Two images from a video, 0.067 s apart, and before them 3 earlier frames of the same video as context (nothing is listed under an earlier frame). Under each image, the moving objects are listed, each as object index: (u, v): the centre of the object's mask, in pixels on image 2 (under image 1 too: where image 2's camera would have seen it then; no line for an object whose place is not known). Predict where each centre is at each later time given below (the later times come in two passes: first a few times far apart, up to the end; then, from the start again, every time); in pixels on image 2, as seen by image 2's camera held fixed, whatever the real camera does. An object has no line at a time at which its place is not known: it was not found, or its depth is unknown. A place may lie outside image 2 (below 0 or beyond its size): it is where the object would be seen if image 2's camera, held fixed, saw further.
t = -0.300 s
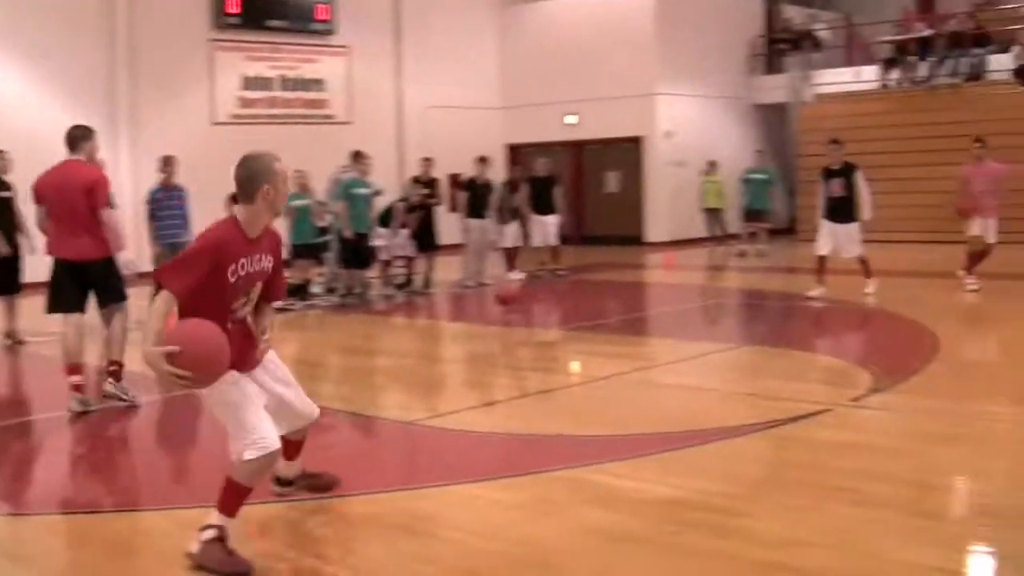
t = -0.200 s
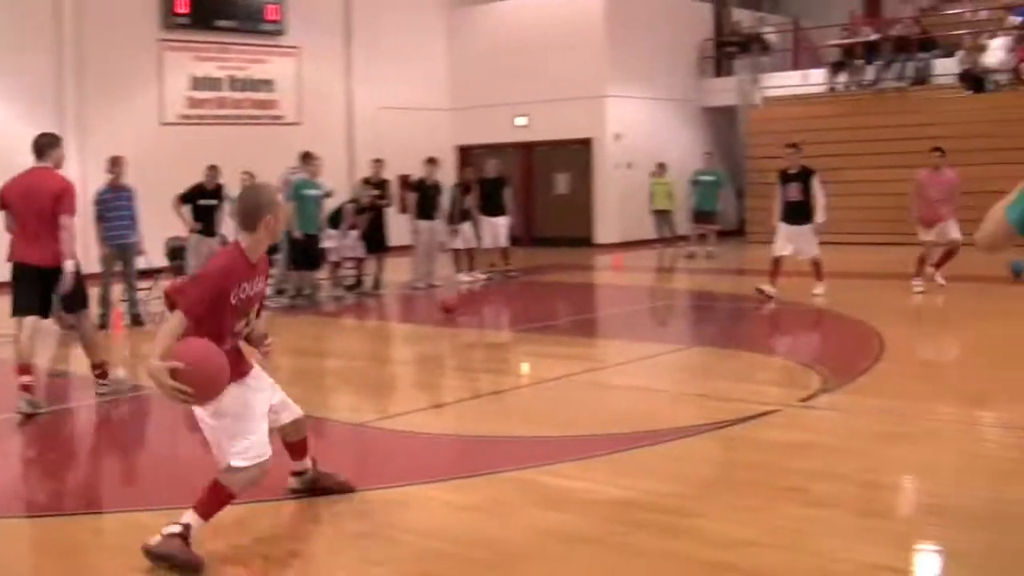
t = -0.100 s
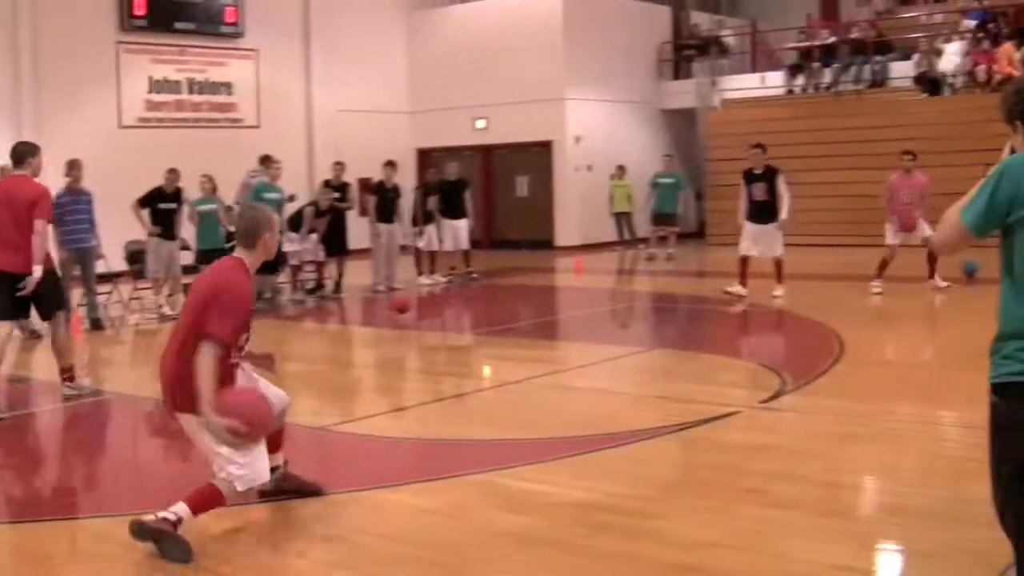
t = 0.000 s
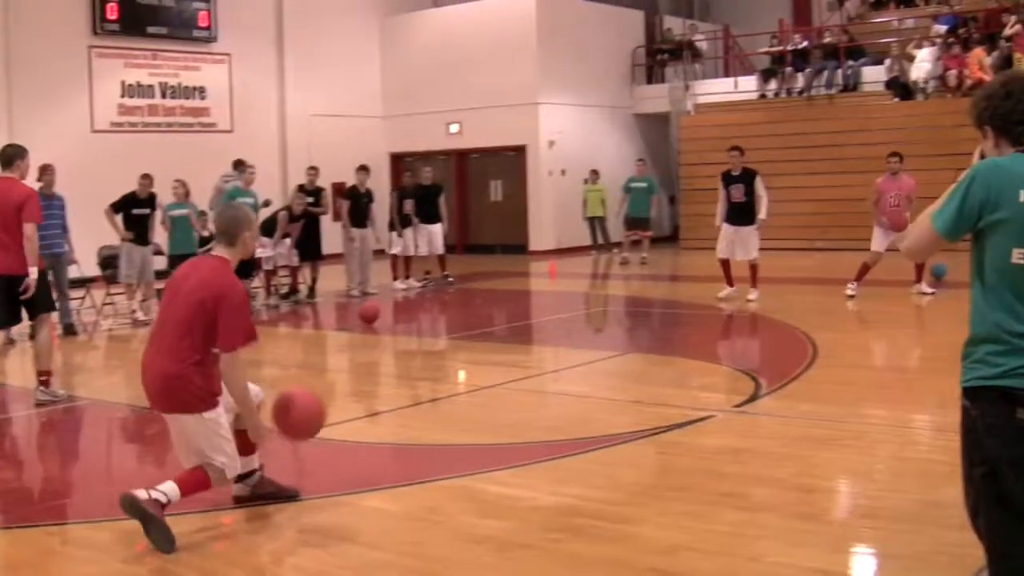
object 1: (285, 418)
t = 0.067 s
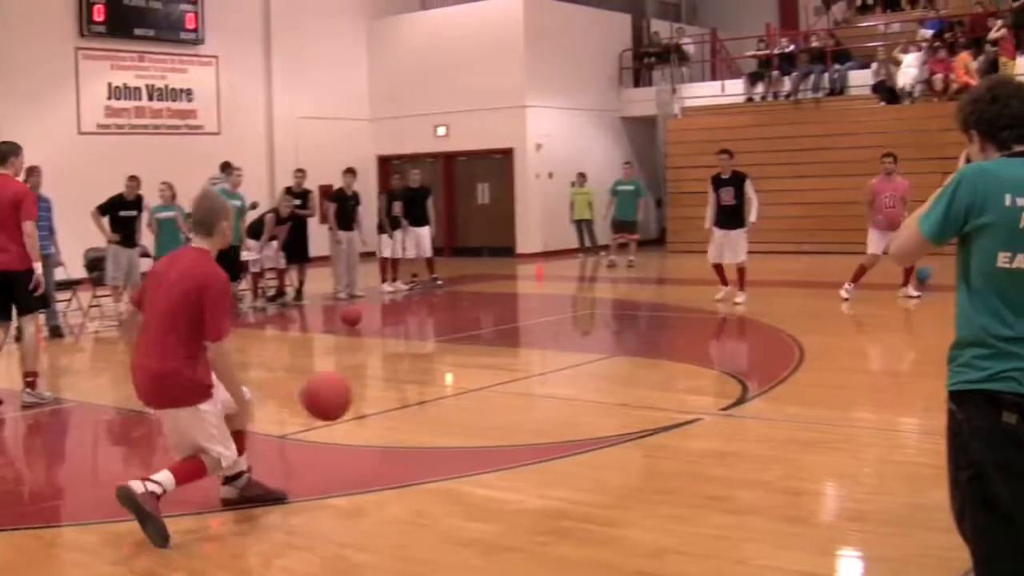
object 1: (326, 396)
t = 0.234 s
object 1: (405, 388)
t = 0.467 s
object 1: (495, 349)
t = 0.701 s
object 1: (572, 331)
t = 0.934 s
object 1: (633, 328)
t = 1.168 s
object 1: (686, 308)
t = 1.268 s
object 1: (705, 319)
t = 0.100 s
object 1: (345, 391)
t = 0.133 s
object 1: (361, 387)
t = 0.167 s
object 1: (377, 385)
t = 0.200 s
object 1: (392, 387)
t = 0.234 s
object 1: (405, 388)
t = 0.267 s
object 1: (418, 393)
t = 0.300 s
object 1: (431, 399)
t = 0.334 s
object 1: (444, 402)
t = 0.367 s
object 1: (458, 386)
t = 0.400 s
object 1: (470, 373)
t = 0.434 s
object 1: (483, 360)
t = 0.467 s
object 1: (495, 349)
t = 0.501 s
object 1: (507, 343)
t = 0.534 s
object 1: (519, 337)
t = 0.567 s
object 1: (530, 333)
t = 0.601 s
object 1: (542, 329)
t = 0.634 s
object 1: (553, 328)
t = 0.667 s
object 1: (562, 329)
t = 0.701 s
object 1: (572, 331)
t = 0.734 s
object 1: (581, 335)
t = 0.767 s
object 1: (591, 340)
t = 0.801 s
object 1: (600, 346)
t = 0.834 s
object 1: (610, 354)
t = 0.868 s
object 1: (618, 348)
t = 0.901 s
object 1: (624, 338)
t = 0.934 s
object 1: (633, 328)
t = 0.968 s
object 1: (642, 320)
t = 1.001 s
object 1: (651, 314)
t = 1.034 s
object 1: (655, 311)
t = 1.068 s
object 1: (665, 309)
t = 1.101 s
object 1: (671, 308)
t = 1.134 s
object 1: (678, 308)
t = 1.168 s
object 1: (686, 308)
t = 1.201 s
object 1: (692, 310)
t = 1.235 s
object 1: (699, 314)
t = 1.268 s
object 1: (705, 319)
